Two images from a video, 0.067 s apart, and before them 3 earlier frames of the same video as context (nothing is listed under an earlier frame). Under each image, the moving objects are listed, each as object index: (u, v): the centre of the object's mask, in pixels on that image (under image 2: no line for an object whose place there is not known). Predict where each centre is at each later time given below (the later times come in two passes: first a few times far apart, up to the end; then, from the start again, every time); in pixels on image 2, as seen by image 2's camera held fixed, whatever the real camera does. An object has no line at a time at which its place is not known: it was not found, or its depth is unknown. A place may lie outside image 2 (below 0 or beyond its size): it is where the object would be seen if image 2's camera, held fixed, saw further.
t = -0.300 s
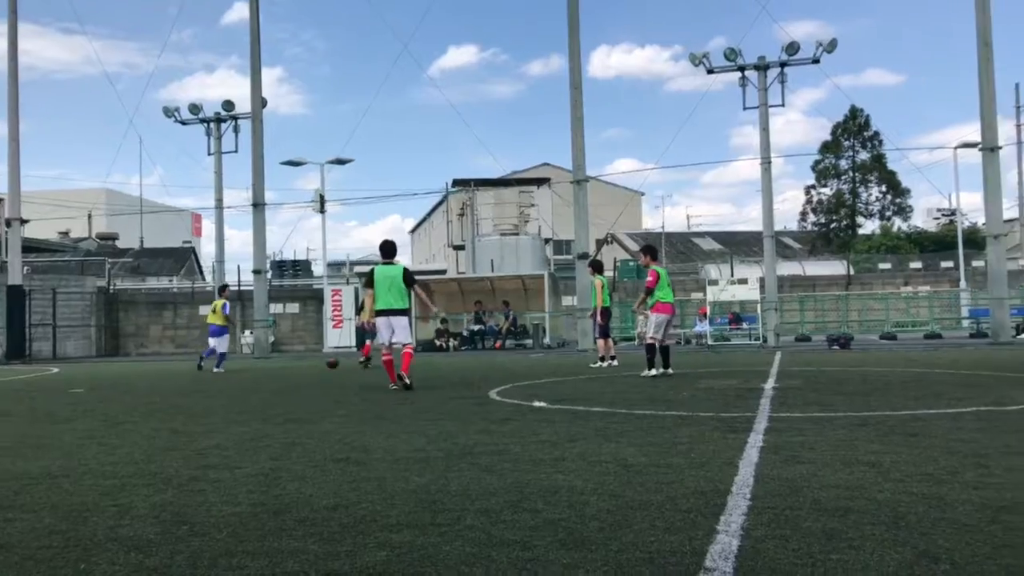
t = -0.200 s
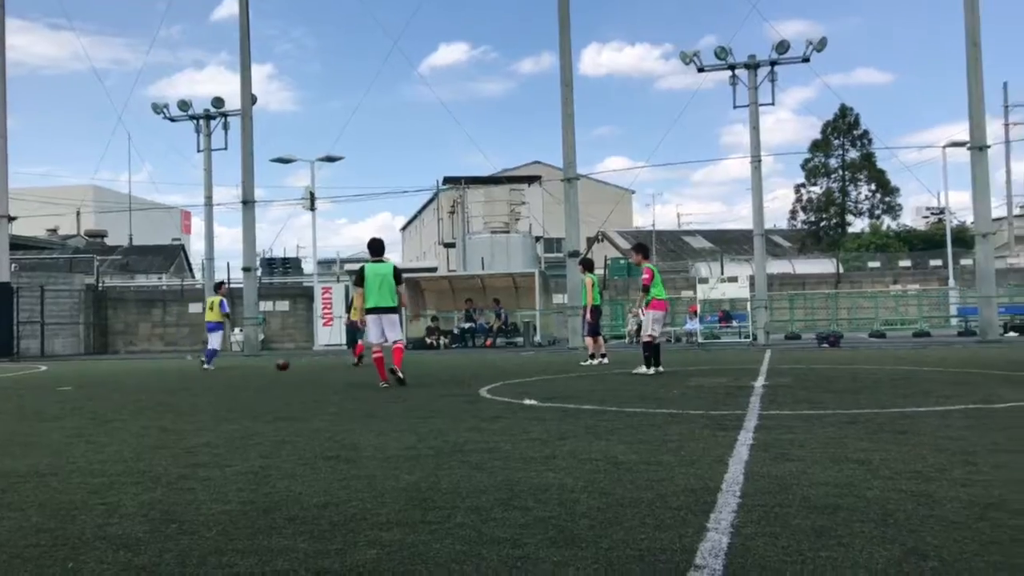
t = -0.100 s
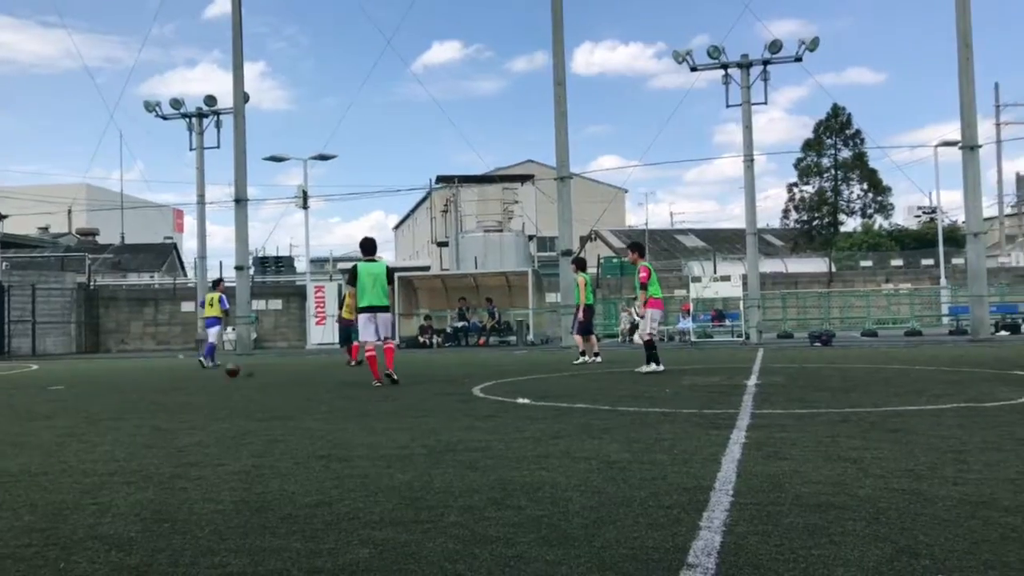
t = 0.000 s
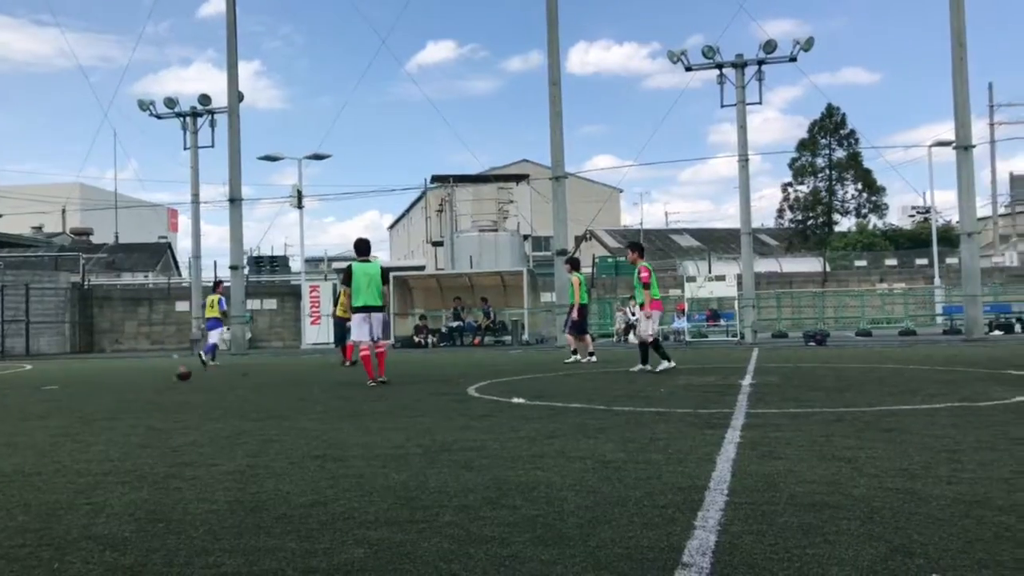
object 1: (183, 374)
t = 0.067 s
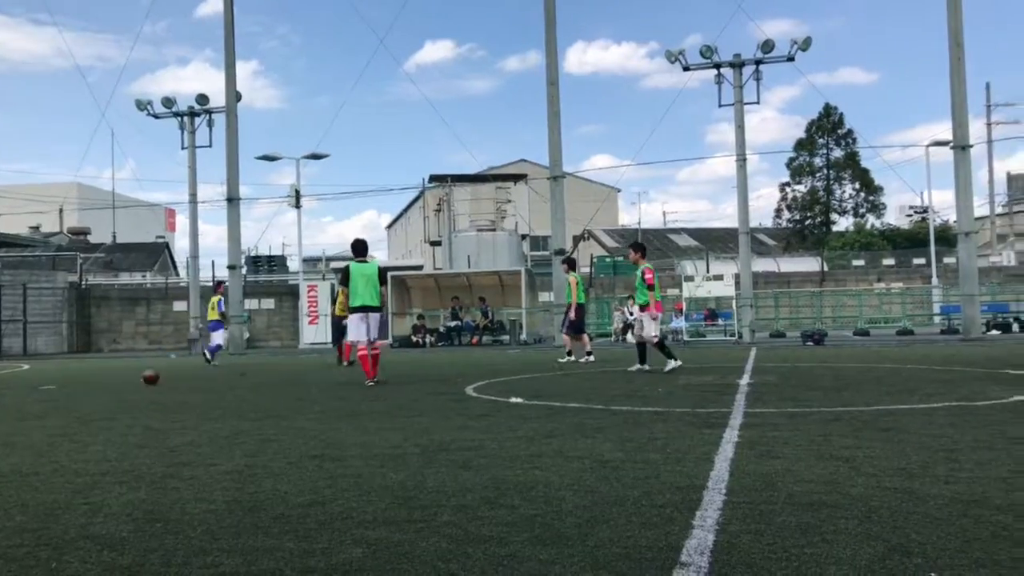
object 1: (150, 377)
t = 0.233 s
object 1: (74, 383)
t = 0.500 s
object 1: (-53, 393)
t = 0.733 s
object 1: (-193, 406)
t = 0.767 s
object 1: (-215, 407)
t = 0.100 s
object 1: (136, 377)
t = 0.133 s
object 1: (120, 379)
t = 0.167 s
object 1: (105, 380)
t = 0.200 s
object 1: (89, 382)
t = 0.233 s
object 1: (74, 383)
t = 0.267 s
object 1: (58, 384)
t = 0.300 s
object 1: (43, 385)
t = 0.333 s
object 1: (28, 386)
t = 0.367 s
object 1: (13, 387)
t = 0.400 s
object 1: (-3, 389)
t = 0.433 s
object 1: (-19, 389)
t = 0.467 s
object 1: (-36, 390)
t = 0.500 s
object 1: (-53, 393)
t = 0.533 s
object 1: (-72, 395)
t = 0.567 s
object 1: (-90, 395)
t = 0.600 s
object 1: (-110, 397)
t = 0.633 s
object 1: (-129, 400)
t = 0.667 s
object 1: (-150, 402)
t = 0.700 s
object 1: (-172, 403)
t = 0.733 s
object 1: (-193, 406)
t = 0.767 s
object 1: (-215, 407)
